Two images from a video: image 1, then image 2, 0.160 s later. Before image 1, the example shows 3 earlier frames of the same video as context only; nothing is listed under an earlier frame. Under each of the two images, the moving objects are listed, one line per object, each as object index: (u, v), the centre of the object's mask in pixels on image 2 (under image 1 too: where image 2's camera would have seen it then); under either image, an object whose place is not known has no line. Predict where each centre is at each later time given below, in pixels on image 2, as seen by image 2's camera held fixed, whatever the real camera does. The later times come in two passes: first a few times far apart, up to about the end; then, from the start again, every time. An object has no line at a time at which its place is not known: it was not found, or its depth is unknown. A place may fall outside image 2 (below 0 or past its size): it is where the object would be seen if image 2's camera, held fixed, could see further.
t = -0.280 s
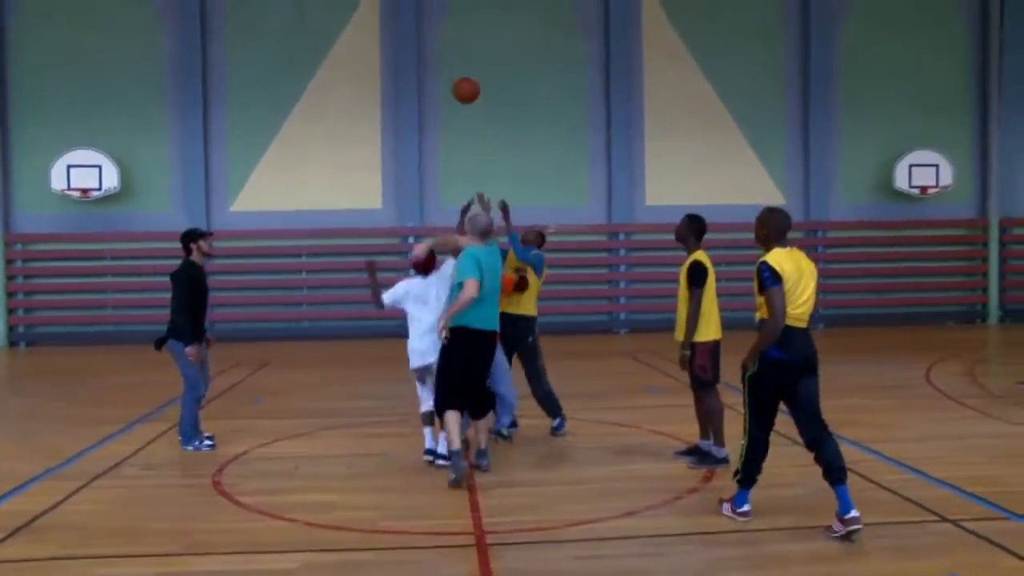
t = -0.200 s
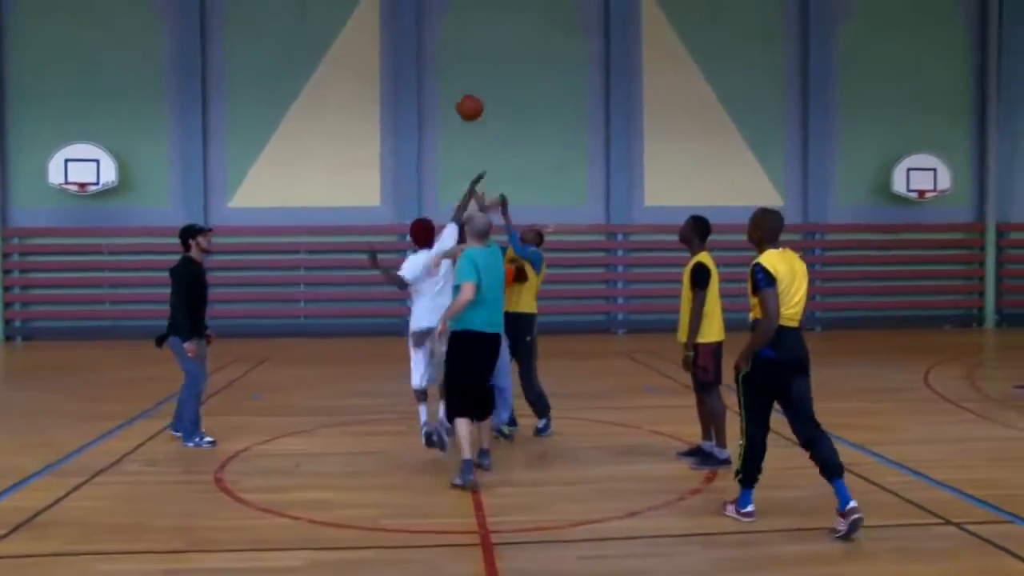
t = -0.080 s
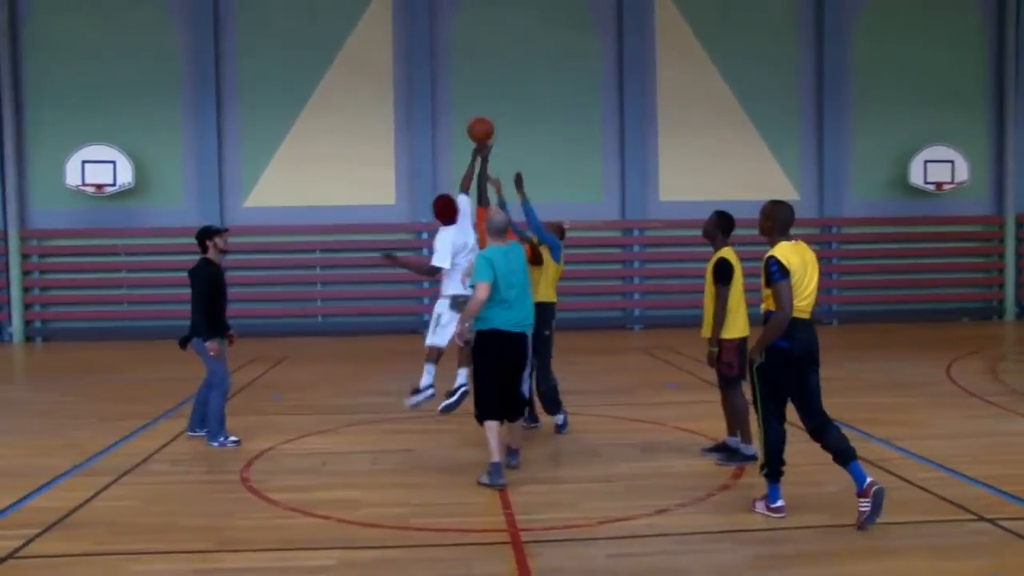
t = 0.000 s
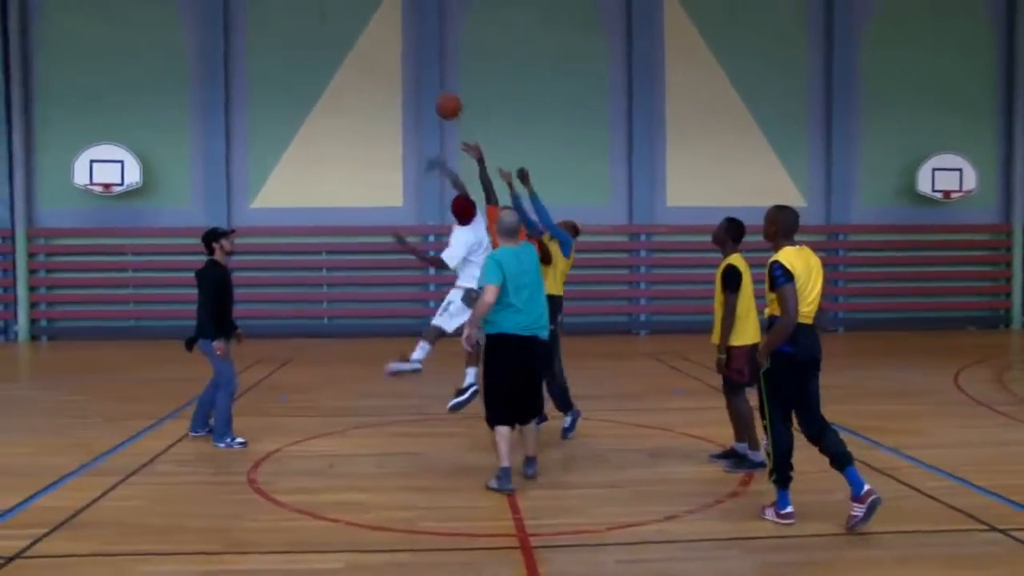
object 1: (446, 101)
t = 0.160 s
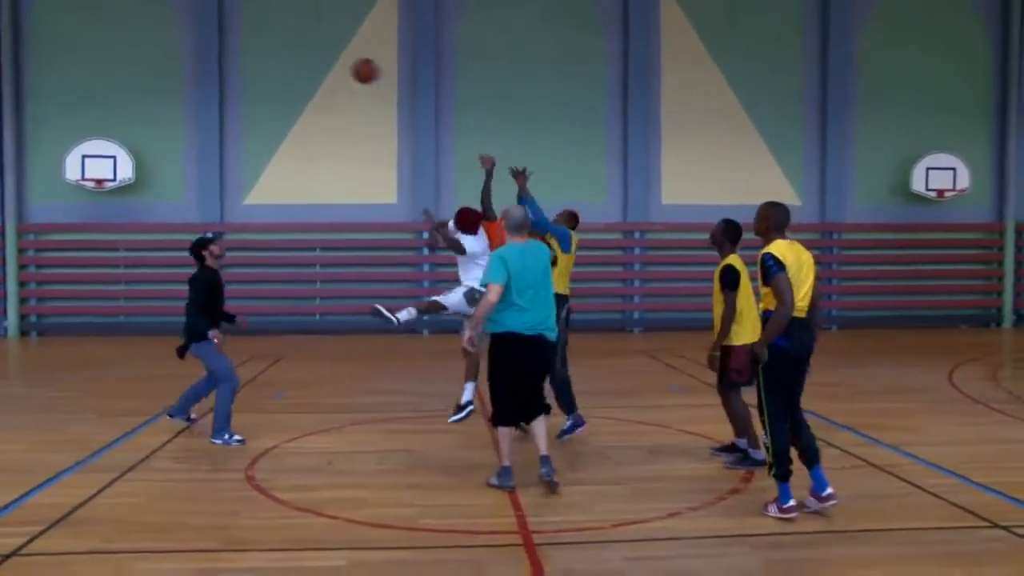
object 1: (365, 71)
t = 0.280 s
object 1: (308, 66)
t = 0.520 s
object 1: (201, 106)
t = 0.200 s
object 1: (346, 68)
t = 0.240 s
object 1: (327, 65)
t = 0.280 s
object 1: (308, 66)
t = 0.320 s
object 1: (289, 68)
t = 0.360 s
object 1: (270, 72)
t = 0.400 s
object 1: (252, 79)
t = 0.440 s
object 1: (235, 87)
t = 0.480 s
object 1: (218, 95)
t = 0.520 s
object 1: (201, 106)
